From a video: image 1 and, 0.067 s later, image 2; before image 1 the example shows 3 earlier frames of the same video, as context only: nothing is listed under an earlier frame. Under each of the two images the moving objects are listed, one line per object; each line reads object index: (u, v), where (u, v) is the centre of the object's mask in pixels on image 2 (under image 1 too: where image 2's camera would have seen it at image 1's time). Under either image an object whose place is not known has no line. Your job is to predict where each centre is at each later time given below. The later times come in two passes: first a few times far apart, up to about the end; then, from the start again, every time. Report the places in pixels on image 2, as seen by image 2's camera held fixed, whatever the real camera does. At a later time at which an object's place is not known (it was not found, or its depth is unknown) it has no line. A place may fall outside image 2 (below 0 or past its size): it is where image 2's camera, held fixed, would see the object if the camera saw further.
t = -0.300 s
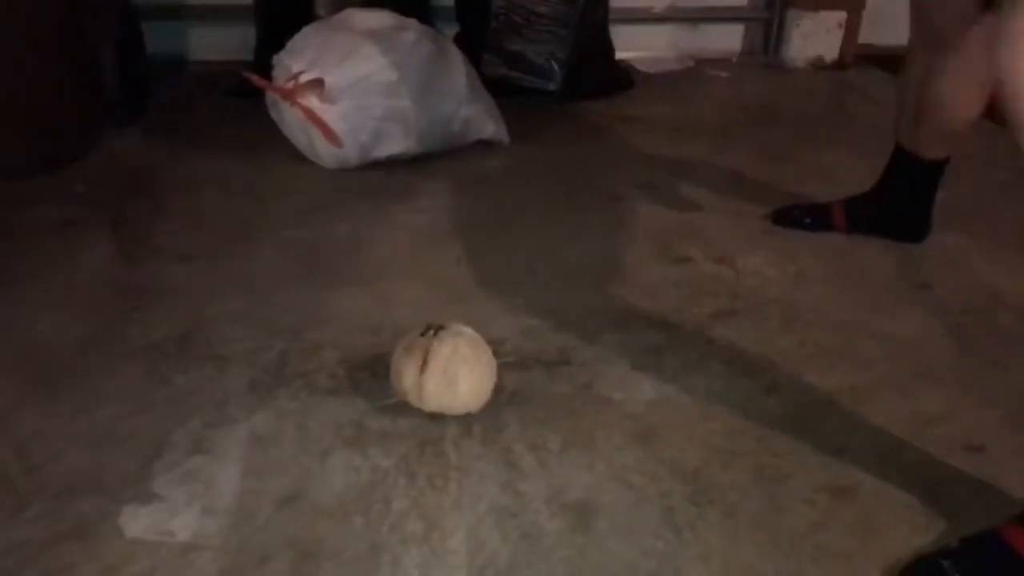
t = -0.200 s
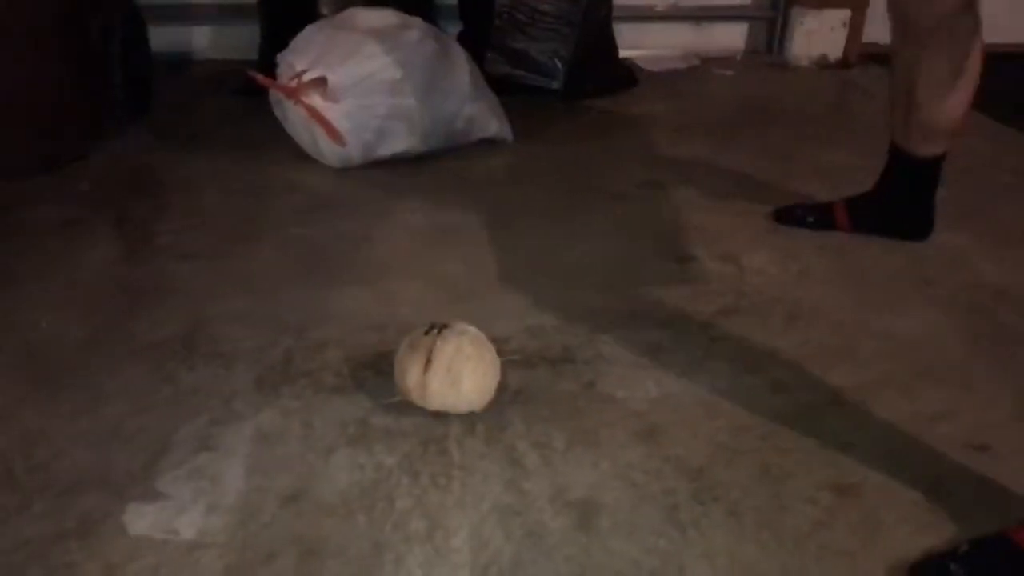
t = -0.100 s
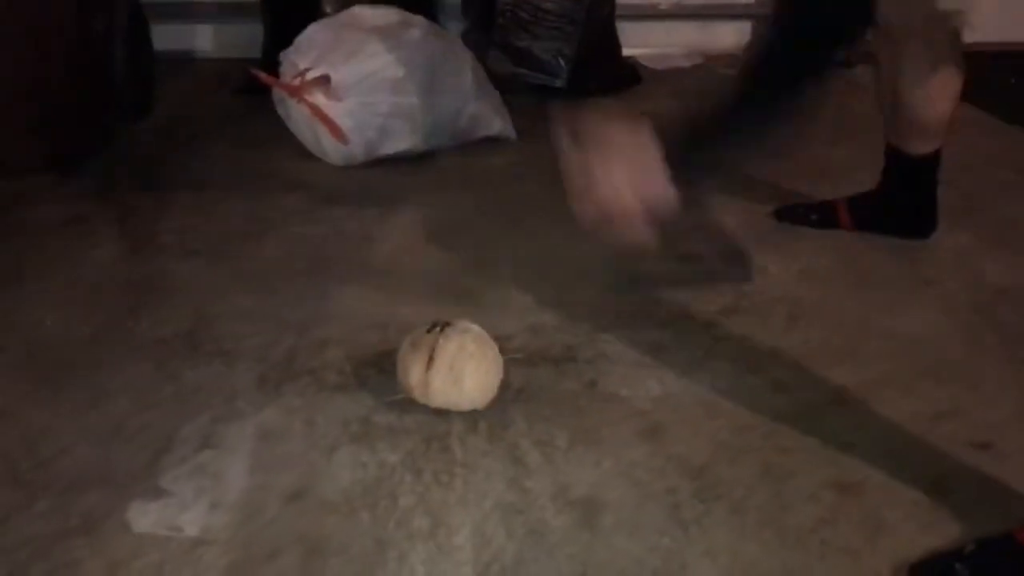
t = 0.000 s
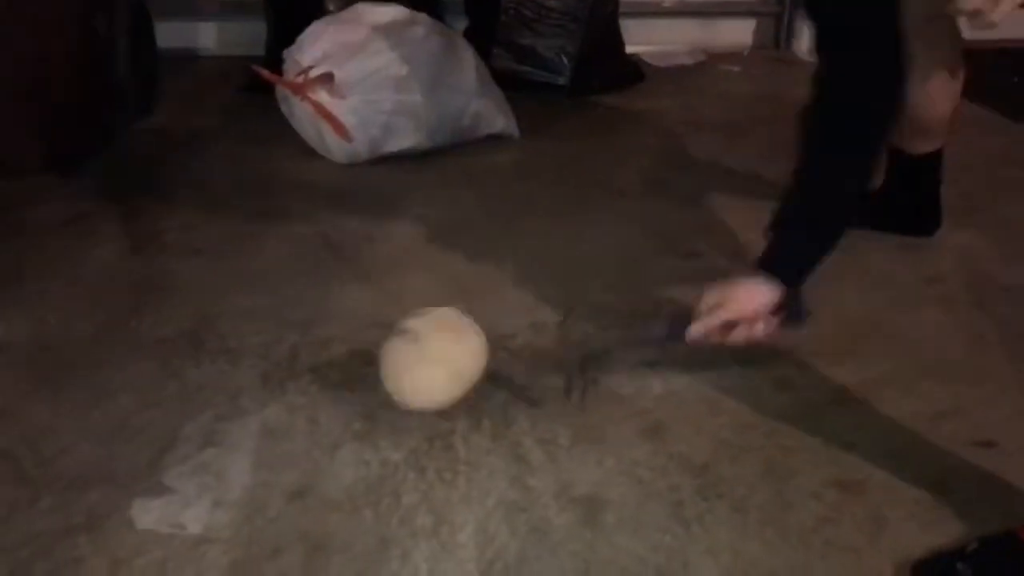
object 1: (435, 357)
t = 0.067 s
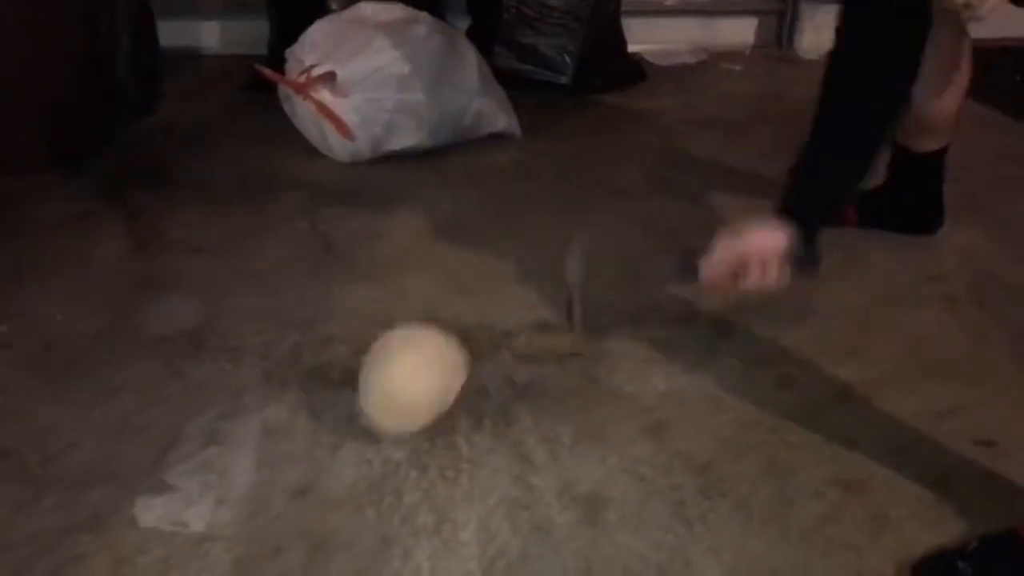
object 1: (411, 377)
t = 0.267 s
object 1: (341, 447)
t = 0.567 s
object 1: (251, 525)
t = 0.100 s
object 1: (399, 398)
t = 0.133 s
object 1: (390, 402)
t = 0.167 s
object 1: (380, 410)
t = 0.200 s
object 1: (367, 422)
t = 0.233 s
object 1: (352, 436)
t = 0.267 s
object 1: (341, 447)
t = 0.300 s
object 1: (329, 456)
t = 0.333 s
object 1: (319, 461)
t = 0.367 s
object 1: (308, 467)
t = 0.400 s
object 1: (298, 474)
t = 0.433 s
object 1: (287, 483)
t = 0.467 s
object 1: (278, 492)
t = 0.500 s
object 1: (268, 503)
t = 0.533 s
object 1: (259, 514)
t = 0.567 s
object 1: (251, 525)
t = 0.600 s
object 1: (242, 539)
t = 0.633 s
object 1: (232, 555)
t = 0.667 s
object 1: (224, 566)
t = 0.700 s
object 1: (218, 577)
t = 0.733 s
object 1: (212, 584)
